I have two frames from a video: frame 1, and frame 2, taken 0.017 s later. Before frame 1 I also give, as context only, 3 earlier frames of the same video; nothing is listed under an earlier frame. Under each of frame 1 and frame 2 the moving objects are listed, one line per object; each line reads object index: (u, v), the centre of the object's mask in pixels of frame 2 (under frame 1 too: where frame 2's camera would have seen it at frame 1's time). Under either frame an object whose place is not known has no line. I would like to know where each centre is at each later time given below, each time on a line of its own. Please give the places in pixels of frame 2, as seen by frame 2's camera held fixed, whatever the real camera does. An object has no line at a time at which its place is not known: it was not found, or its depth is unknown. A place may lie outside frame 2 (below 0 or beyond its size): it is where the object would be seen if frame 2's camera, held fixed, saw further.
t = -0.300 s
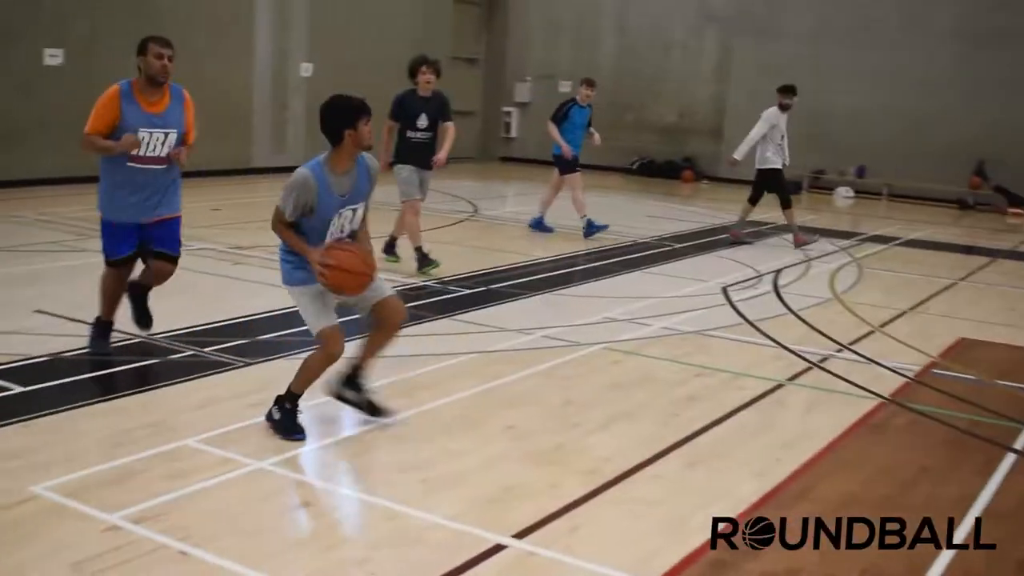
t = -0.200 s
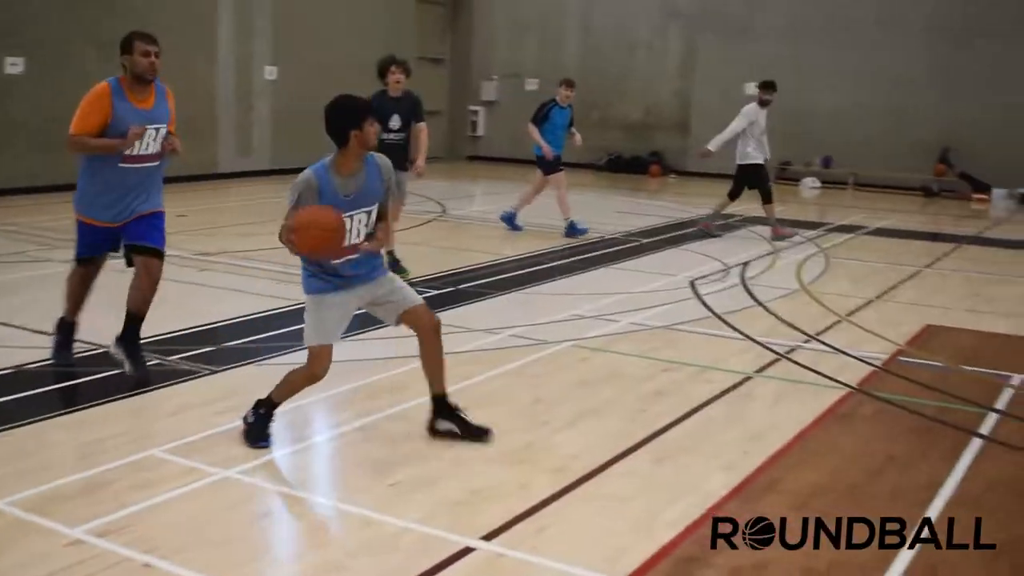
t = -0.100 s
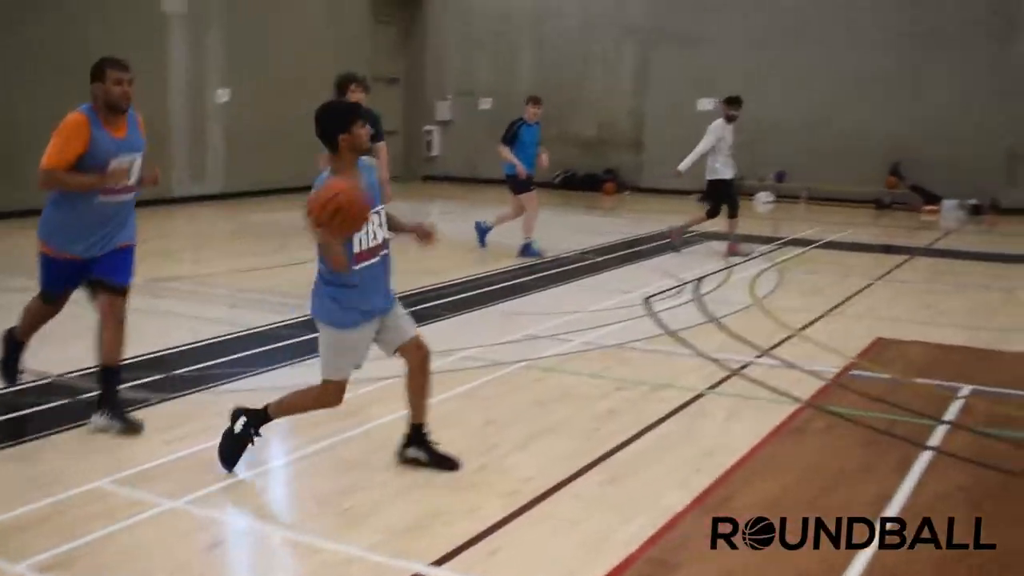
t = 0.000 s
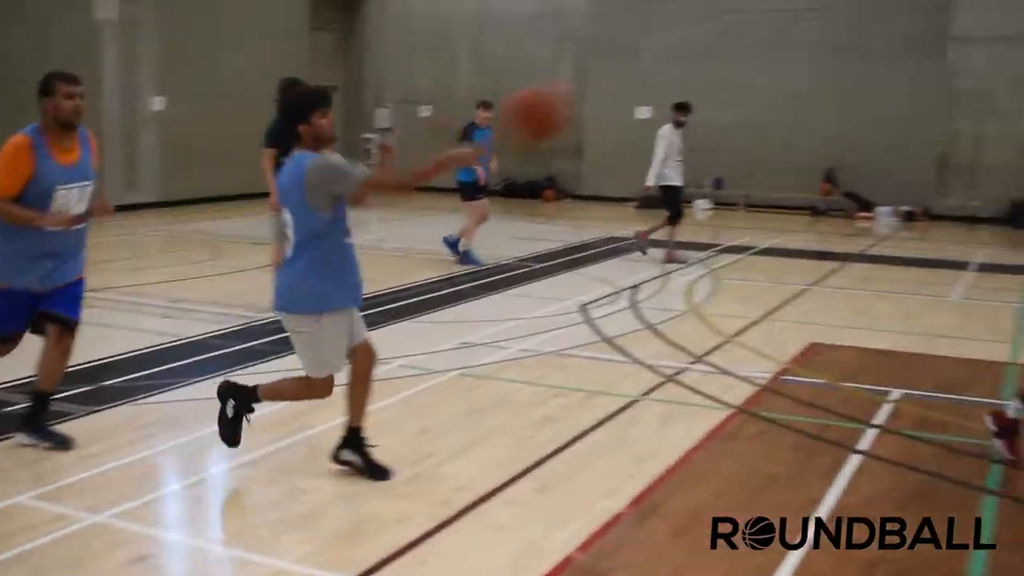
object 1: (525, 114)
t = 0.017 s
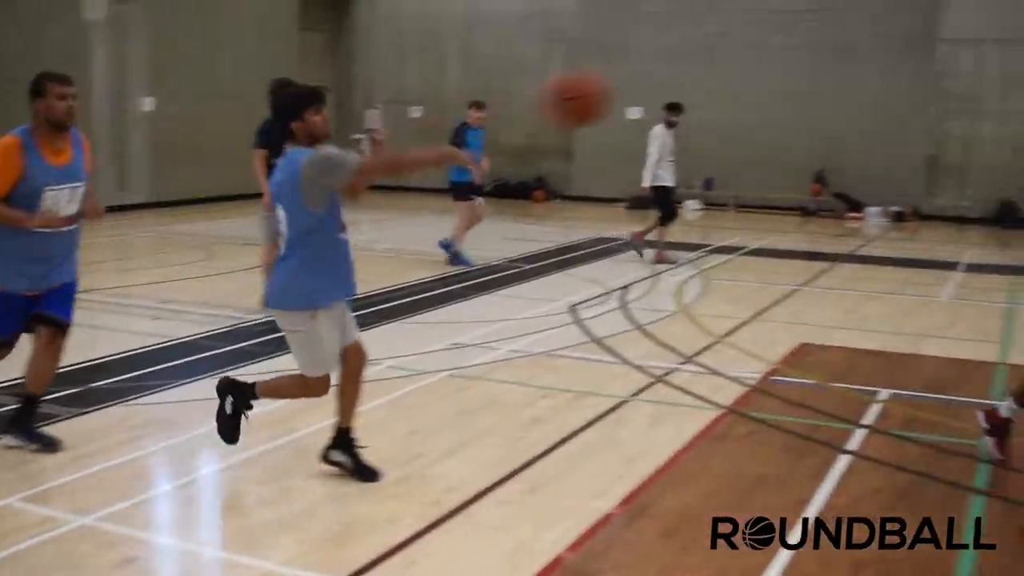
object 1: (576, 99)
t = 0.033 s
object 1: (627, 83)
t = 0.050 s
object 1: (675, 71)
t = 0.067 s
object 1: (724, 58)
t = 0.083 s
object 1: (763, 47)
